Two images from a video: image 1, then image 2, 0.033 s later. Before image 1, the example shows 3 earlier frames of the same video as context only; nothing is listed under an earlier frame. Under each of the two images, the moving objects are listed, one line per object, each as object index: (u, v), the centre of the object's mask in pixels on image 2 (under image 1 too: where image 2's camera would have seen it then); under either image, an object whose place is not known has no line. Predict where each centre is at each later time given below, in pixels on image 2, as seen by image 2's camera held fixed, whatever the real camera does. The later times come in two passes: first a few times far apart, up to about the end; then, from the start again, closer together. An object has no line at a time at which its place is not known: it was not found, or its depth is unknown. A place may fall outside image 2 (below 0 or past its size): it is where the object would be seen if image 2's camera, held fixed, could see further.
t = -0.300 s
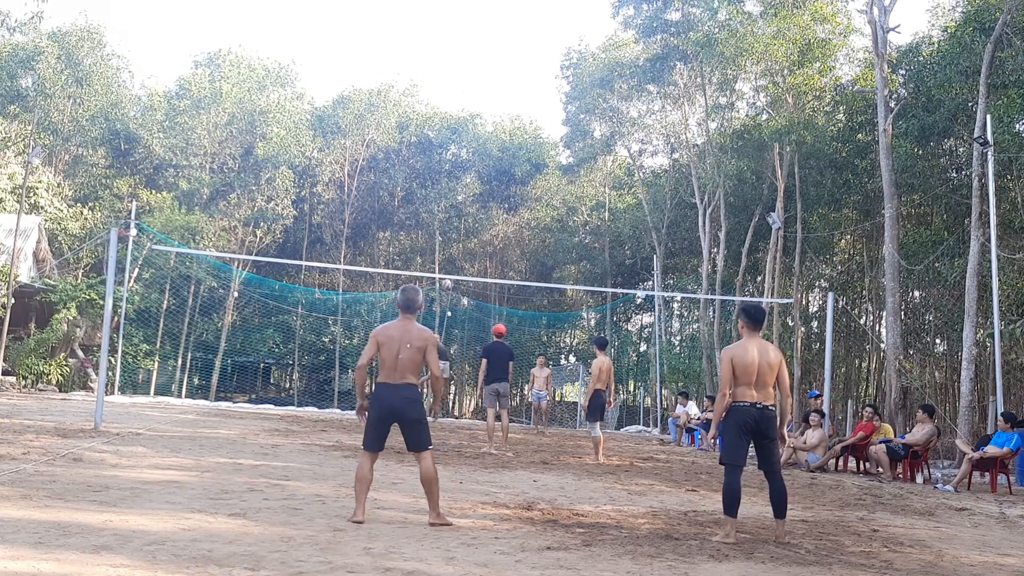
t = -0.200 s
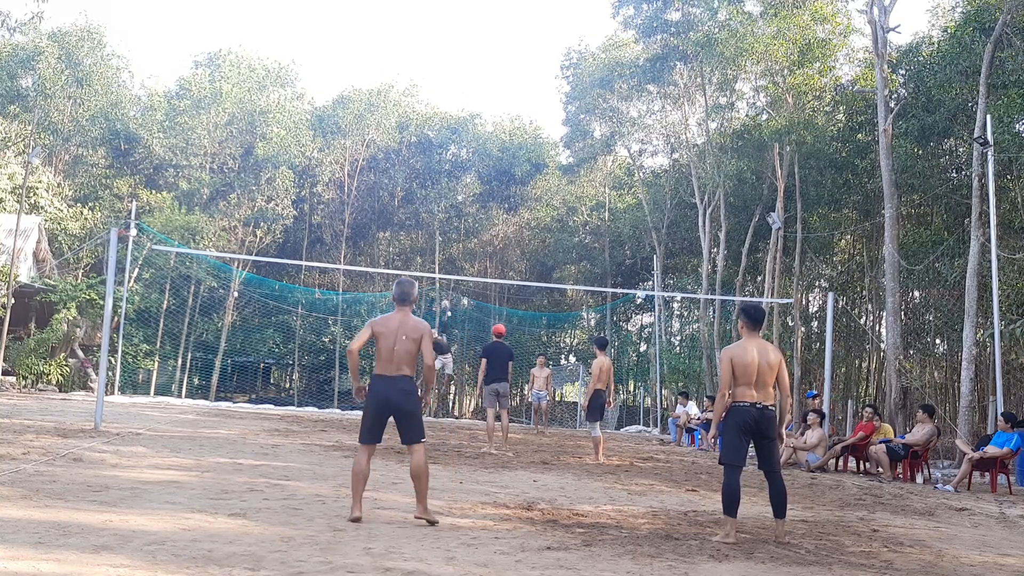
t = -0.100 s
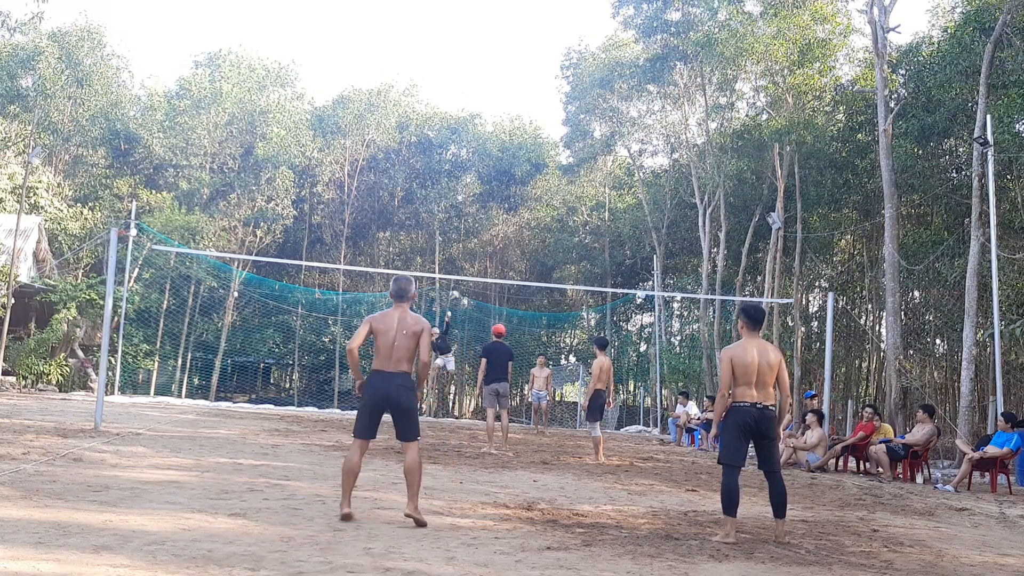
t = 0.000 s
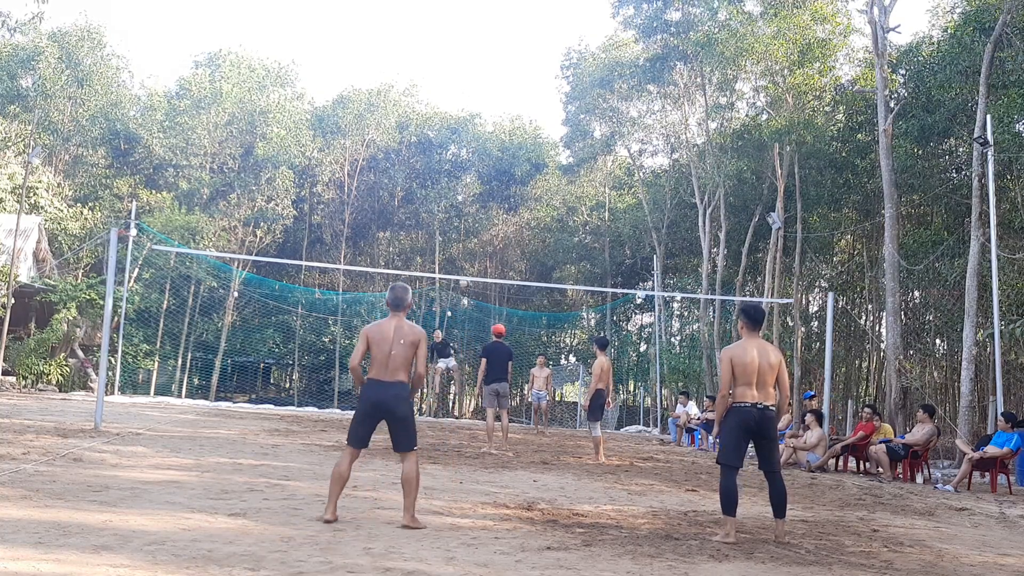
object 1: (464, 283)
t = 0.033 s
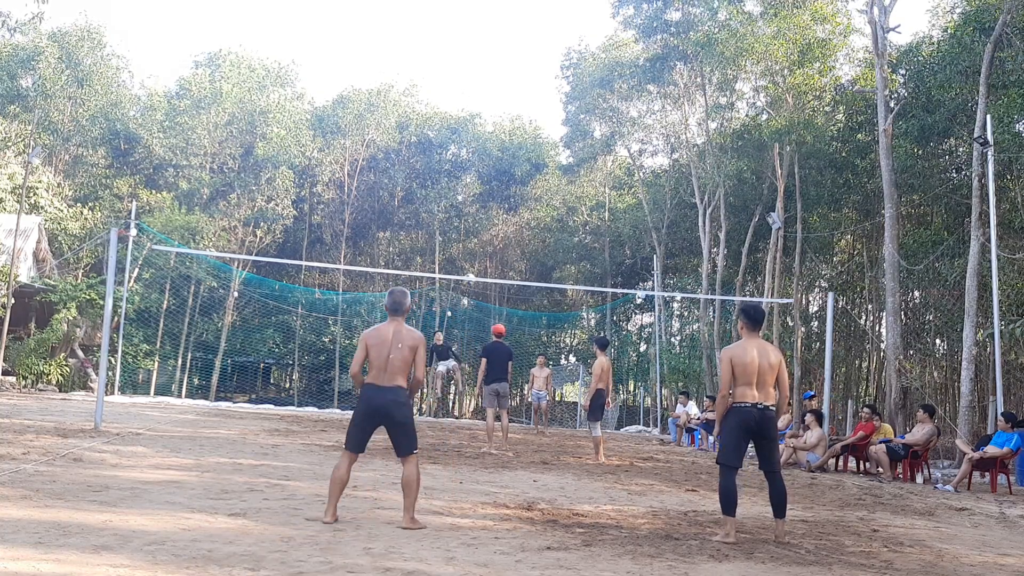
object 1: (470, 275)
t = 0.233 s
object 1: (497, 276)
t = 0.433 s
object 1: (512, 259)
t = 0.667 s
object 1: (526, 261)
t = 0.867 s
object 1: (536, 303)
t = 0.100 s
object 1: (477, 273)
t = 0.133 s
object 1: (482, 273)
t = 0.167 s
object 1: (487, 274)
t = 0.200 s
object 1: (493, 275)
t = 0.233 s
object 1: (497, 276)
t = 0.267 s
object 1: (502, 279)
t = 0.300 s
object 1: (504, 275)
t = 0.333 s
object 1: (506, 270)
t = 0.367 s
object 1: (508, 265)
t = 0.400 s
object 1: (510, 262)
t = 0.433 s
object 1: (512, 259)
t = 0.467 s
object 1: (514, 256)
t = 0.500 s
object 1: (516, 255)
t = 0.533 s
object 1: (518, 255)
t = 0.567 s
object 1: (520, 256)
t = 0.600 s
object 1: (521, 256)
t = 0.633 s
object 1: (524, 258)
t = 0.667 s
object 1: (526, 261)
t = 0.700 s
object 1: (528, 266)
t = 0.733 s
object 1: (529, 271)
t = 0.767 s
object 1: (531, 277)
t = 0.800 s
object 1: (533, 284)
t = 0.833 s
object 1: (535, 293)
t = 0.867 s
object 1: (536, 303)
